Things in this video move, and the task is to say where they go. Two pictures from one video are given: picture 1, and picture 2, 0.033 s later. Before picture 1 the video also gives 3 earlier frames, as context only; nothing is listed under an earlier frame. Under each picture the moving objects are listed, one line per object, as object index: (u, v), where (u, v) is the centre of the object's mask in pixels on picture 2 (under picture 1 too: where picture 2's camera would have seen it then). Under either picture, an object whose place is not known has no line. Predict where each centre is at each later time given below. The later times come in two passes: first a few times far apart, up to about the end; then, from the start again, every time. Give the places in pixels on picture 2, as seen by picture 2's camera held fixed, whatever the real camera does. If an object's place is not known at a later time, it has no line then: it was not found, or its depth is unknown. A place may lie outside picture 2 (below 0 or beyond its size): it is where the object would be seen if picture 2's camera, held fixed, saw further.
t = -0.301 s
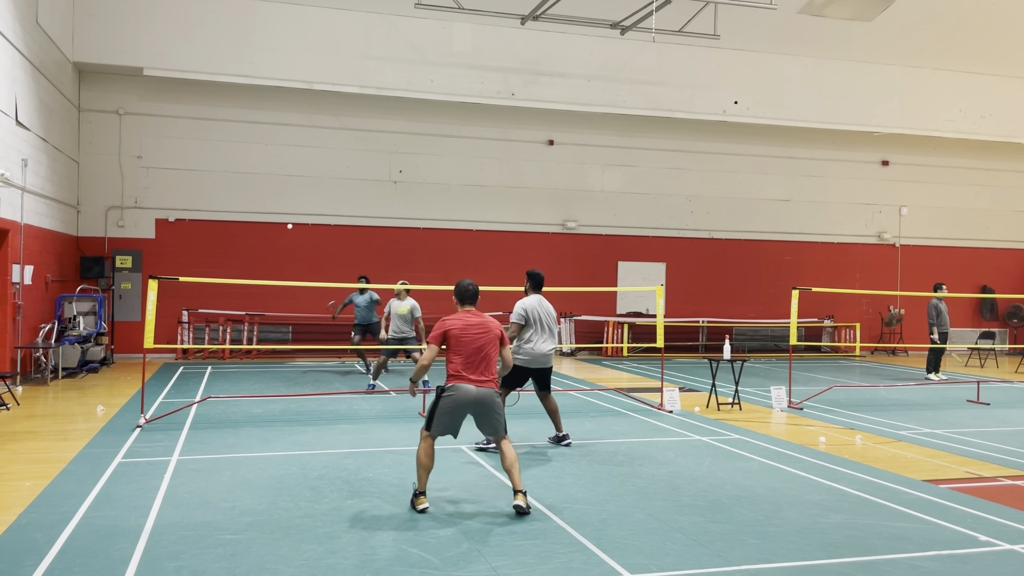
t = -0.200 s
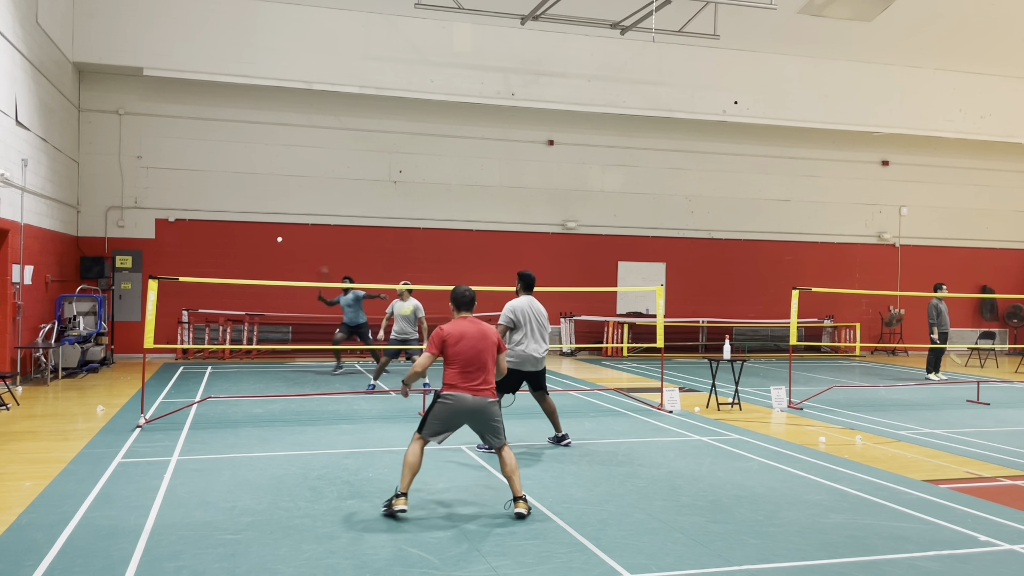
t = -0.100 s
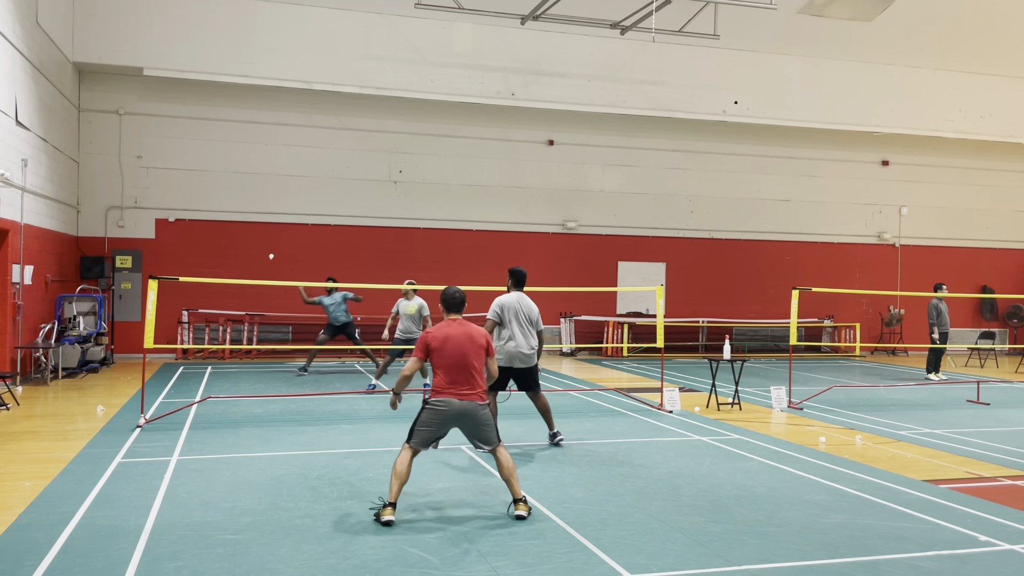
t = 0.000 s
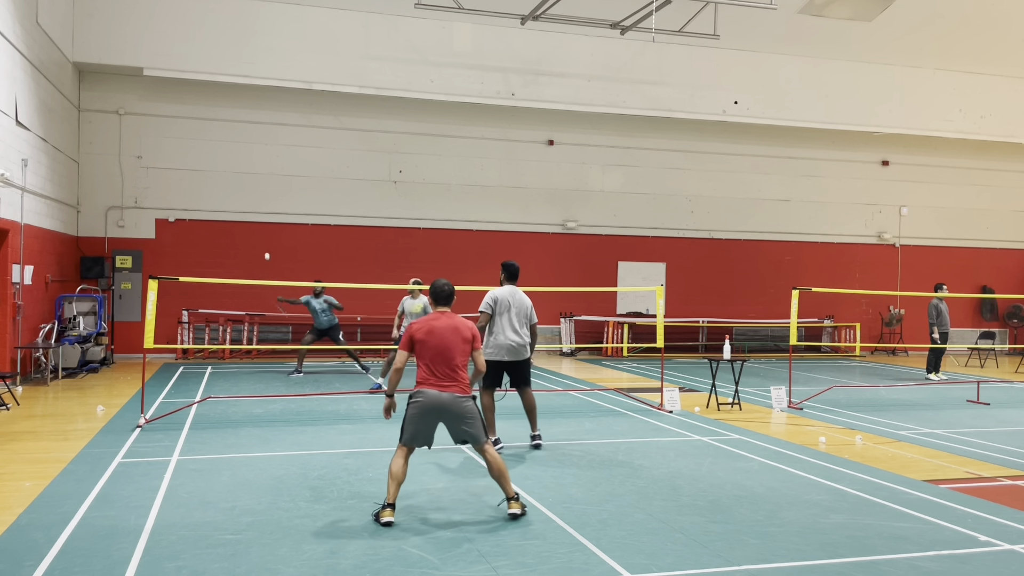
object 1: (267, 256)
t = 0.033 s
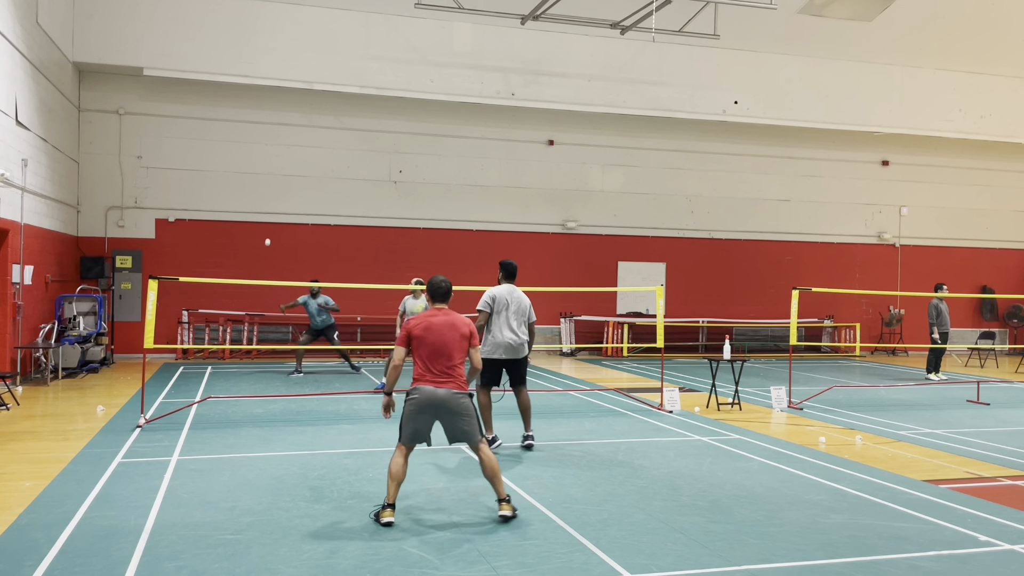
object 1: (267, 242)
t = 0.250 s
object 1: (271, 181)
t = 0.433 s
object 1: (271, 167)
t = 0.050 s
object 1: (268, 235)
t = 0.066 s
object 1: (269, 228)
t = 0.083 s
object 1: (269, 222)
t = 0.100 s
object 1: (269, 217)
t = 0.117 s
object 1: (269, 211)
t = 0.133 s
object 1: (270, 206)
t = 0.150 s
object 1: (270, 202)
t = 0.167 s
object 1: (270, 198)
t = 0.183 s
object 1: (270, 194)
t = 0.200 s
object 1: (270, 190)
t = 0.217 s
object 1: (269, 187)
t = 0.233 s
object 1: (270, 184)
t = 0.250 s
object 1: (271, 181)
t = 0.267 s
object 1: (272, 178)
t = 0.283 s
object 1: (272, 176)
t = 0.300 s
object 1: (272, 174)
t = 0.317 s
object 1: (272, 172)
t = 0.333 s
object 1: (272, 170)
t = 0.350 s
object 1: (272, 169)
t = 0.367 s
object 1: (272, 168)
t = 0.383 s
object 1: (272, 167)
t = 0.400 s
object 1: (272, 167)
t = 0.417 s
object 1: (272, 167)
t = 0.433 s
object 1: (271, 167)
